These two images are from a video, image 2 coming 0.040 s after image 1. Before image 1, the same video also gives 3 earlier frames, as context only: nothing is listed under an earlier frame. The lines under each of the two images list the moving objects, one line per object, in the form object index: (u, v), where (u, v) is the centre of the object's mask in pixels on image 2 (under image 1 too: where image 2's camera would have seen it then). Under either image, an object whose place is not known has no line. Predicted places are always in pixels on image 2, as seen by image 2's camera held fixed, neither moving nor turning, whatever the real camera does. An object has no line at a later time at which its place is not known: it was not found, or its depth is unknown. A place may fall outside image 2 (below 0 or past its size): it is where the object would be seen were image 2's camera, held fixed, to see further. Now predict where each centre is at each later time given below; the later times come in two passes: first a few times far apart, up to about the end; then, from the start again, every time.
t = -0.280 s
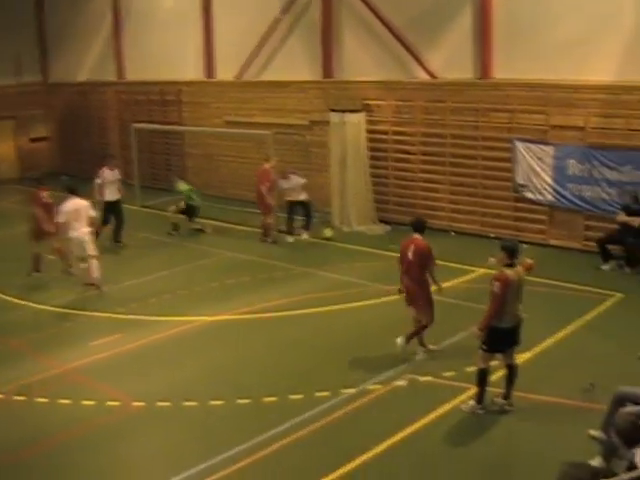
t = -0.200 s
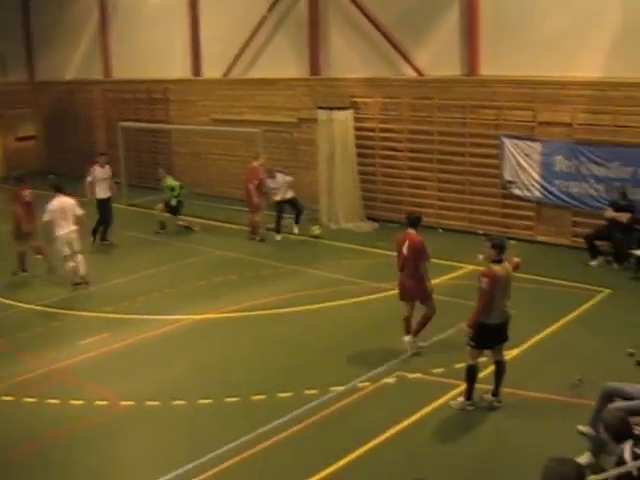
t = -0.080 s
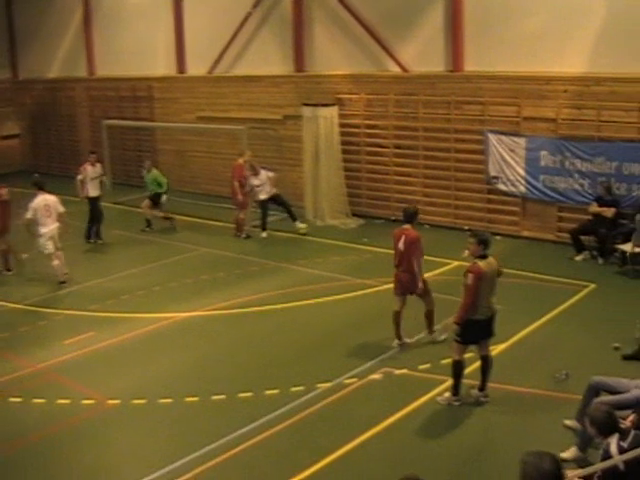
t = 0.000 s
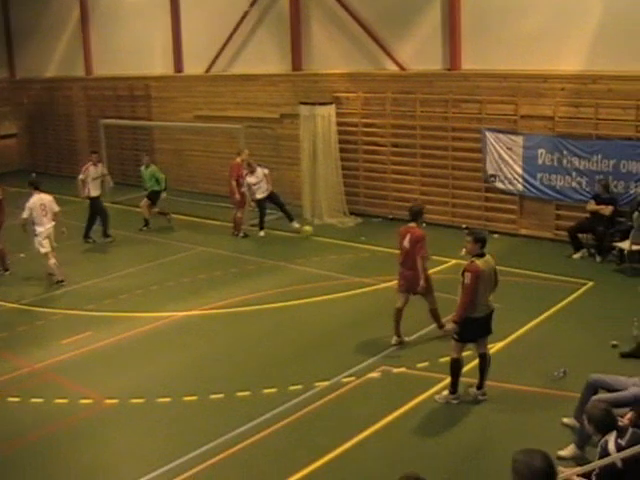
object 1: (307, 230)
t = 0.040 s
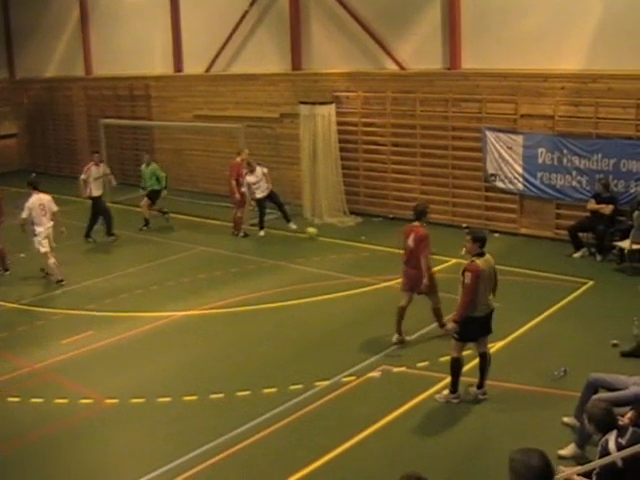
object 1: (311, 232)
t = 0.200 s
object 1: (325, 241)
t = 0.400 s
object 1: (340, 250)
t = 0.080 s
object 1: (315, 234)
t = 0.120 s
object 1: (318, 237)
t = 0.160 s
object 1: (322, 239)
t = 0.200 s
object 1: (325, 241)
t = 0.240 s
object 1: (328, 243)
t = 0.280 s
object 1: (332, 245)
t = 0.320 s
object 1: (335, 247)
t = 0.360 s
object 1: (337, 248)
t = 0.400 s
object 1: (340, 250)
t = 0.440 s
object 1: (343, 251)
